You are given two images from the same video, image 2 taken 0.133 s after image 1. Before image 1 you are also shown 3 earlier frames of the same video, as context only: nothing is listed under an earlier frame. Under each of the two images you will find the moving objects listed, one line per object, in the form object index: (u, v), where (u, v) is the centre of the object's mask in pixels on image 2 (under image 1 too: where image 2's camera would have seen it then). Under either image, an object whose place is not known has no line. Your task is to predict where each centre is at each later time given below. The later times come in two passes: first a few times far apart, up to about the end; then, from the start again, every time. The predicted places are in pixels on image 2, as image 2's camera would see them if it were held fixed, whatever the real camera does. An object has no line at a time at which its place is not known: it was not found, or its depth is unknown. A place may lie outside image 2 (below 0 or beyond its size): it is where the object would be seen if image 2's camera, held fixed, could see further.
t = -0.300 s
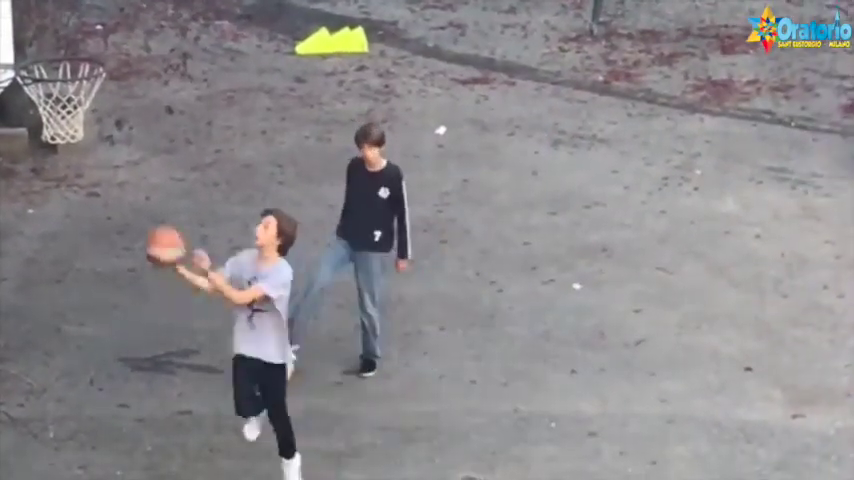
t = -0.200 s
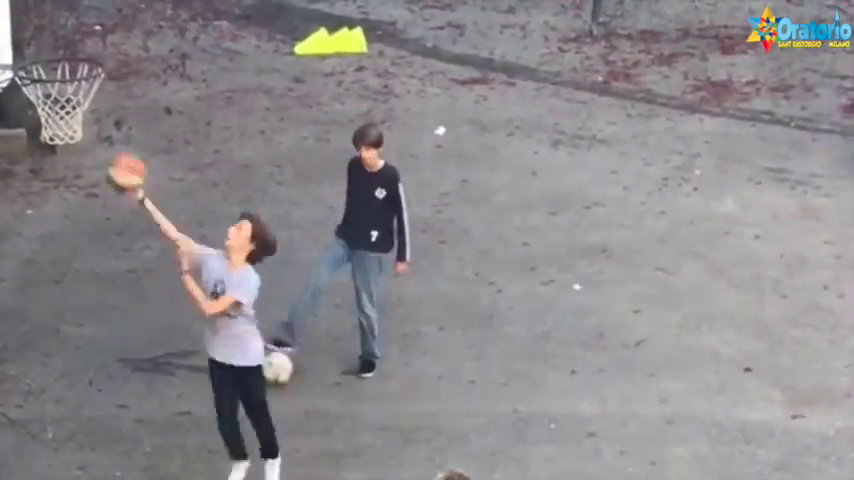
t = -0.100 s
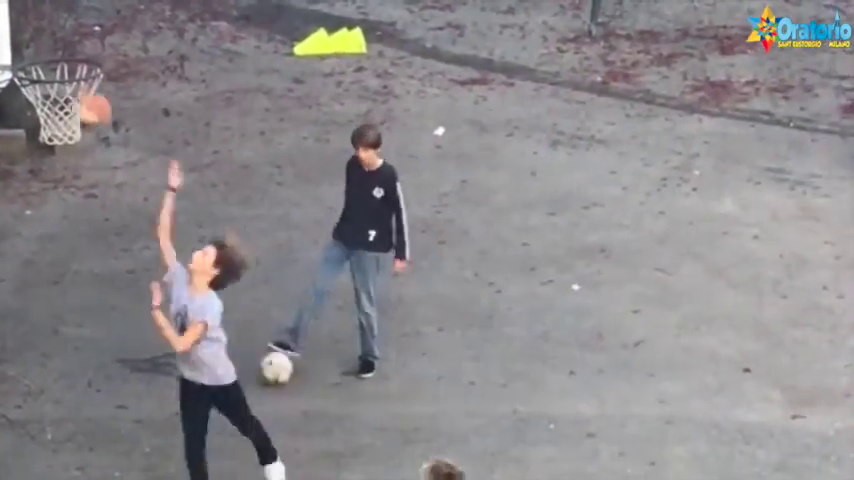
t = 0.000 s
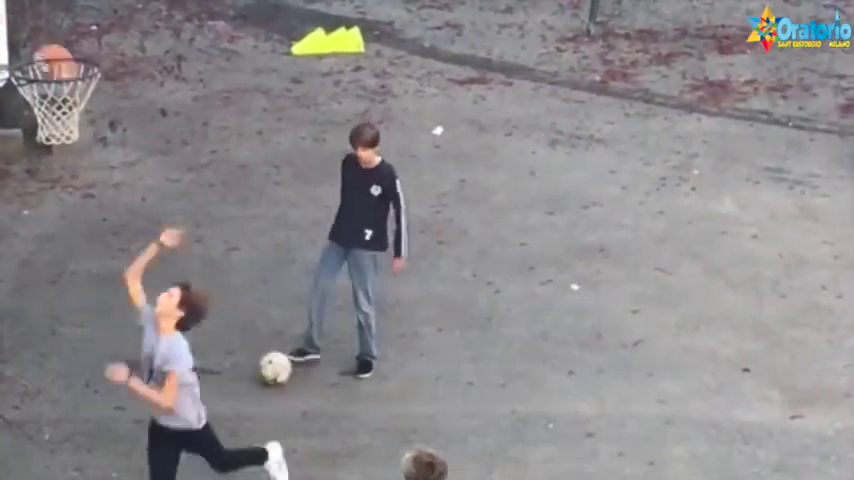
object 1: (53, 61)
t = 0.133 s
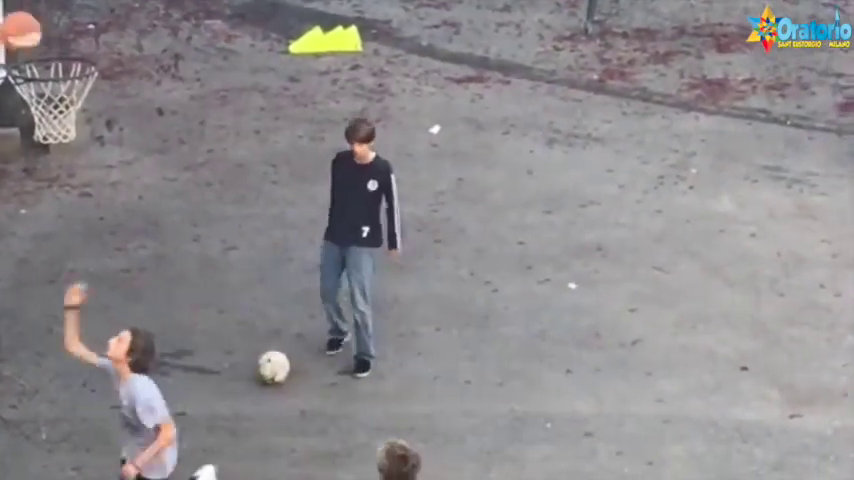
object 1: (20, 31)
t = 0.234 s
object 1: (33, 36)
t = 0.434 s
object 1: (37, 36)
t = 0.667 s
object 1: (39, 63)
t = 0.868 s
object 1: (45, 114)
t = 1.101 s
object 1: (74, 125)
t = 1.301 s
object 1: (82, 182)
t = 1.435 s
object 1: (91, 255)
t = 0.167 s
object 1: (24, 30)
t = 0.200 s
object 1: (29, 33)
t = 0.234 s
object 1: (33, 36)
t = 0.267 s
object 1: (34, 35)
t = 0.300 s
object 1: (35, 32)
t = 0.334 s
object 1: (36, 32)
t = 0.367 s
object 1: (36, 33)
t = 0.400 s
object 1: (37, 37)
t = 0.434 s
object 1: (37, 36)
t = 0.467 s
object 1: (37, 36)
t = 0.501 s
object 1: (38, 37)
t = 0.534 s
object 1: (39, 40)
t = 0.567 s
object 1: (39, 45)
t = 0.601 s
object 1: (40, 52)
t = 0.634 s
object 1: (39, 57)
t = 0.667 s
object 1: (39, 63)
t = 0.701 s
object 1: (39, 73)
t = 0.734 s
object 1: (36, 87)
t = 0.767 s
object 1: (37, 101)
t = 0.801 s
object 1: (36, 103)
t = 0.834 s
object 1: (40, 110)
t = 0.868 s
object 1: (45, 114)
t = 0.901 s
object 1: (50, 118)
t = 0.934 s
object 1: (55, 120)
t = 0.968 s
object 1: (62, 120)
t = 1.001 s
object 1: (67, 122)
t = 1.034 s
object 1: (70, 123)
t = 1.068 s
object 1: (74, 123)
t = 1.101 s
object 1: (74, 125)
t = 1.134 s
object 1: (76, 134)
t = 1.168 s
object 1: (76, 136)
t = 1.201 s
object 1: (78, 147)
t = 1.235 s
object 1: (79, 156)
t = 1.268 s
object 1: (81, 168)
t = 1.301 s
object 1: (82, 182)
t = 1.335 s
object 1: (85, 198)
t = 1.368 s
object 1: (86, 215)
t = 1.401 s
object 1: (89, 233)
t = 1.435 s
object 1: (91, 255)
